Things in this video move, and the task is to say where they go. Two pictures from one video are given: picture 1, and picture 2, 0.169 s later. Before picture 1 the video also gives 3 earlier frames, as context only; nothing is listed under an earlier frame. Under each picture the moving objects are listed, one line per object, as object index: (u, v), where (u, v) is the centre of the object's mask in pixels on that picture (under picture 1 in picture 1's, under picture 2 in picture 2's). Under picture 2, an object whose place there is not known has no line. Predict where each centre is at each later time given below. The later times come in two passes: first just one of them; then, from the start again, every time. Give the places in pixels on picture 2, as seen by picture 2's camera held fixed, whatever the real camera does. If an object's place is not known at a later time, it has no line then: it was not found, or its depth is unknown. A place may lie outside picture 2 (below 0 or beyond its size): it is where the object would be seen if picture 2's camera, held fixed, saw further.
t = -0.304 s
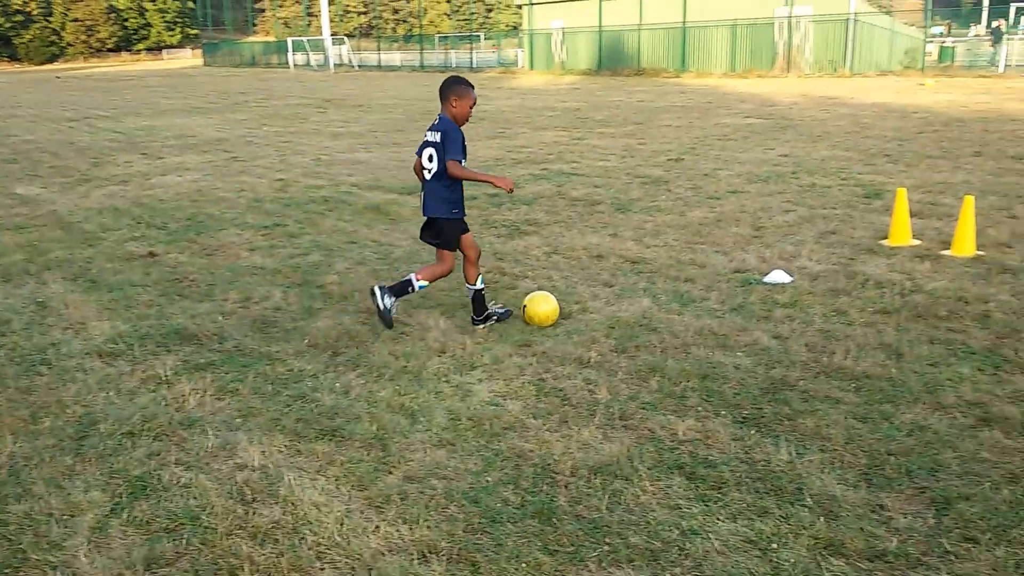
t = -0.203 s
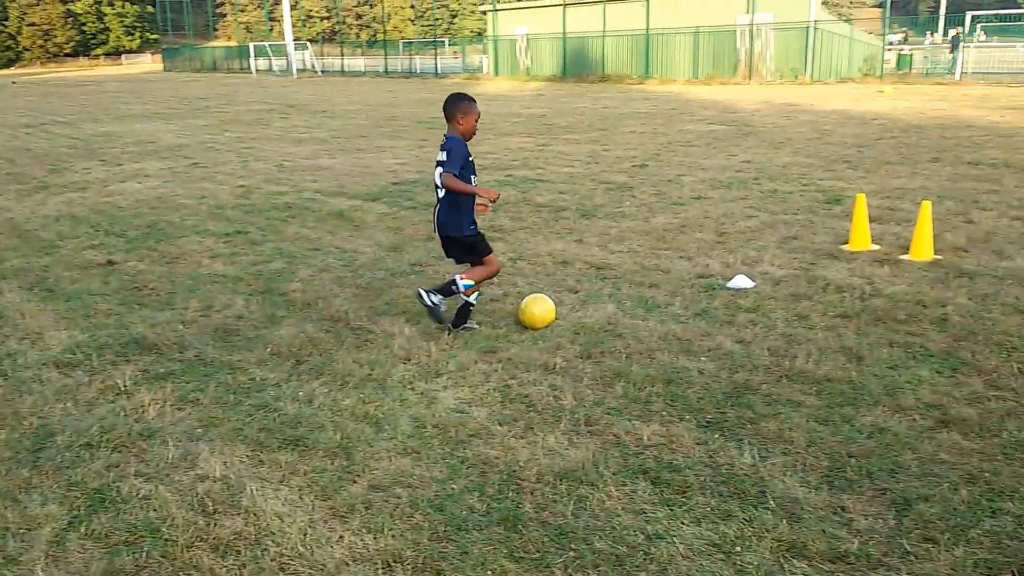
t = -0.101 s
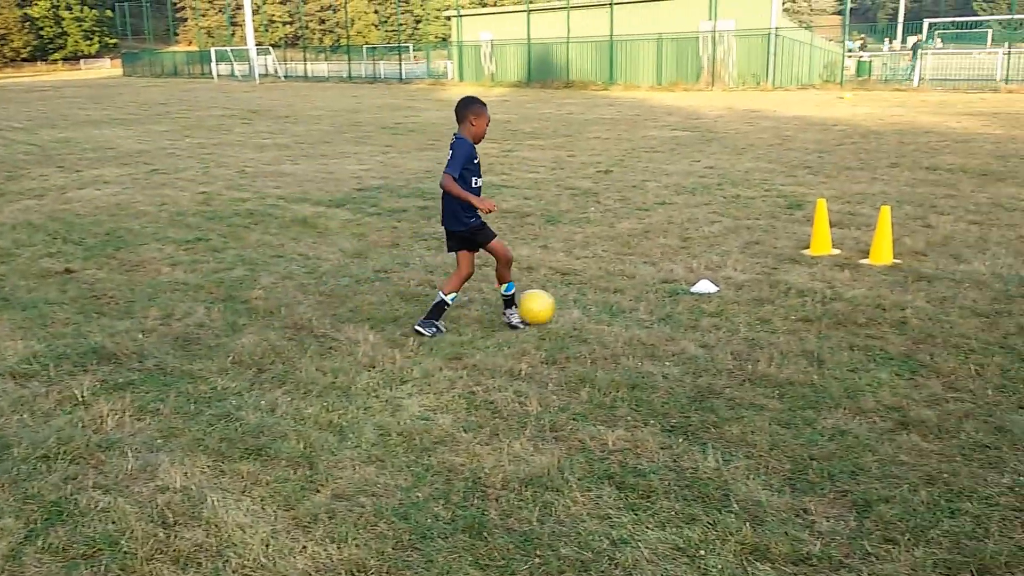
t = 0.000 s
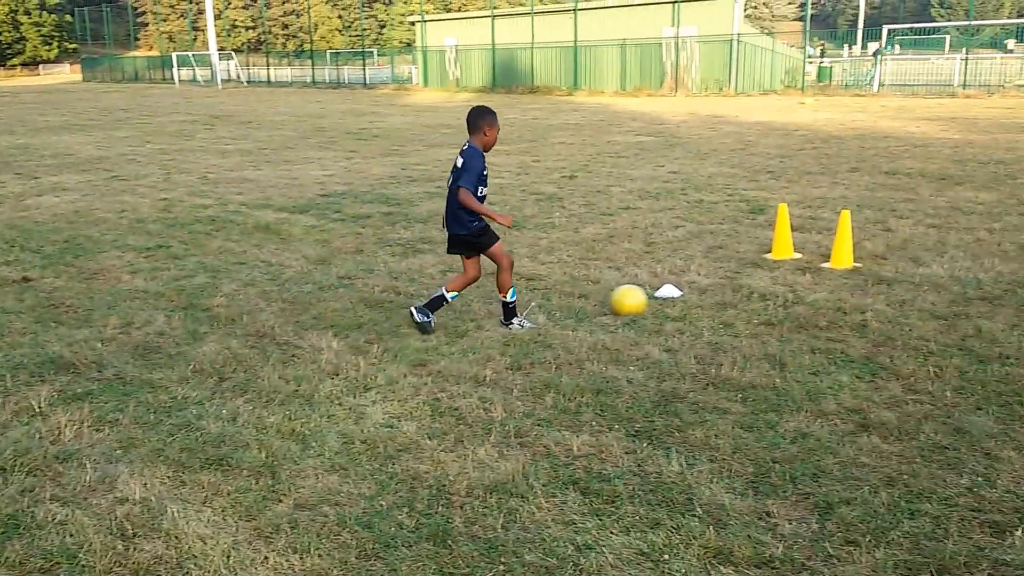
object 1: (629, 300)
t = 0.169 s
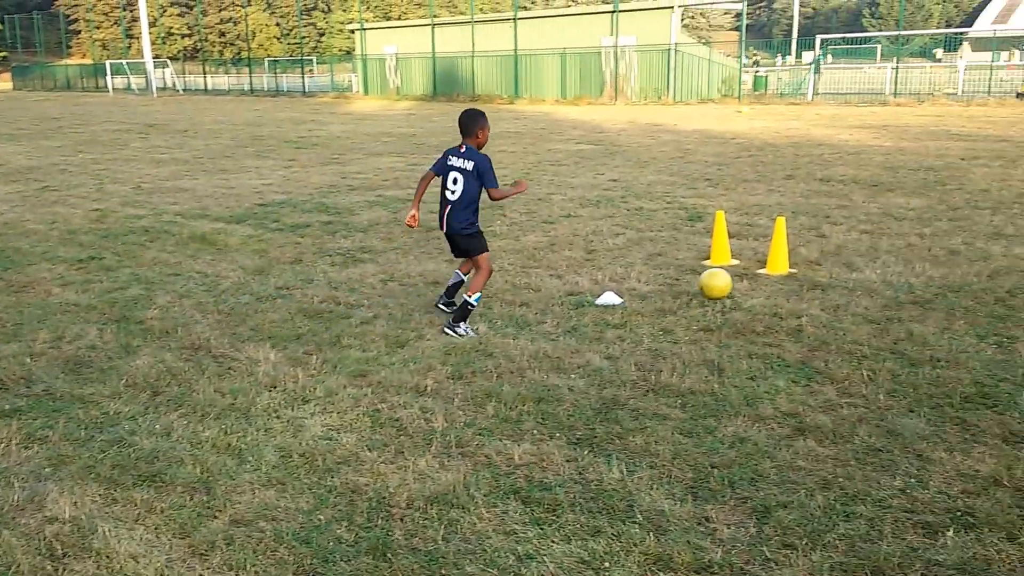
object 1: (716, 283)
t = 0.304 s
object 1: (802, 275)
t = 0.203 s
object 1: (739, 281)
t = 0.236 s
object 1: (762, 279)
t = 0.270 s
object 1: (785, 279)
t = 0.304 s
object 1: (802, 275)
